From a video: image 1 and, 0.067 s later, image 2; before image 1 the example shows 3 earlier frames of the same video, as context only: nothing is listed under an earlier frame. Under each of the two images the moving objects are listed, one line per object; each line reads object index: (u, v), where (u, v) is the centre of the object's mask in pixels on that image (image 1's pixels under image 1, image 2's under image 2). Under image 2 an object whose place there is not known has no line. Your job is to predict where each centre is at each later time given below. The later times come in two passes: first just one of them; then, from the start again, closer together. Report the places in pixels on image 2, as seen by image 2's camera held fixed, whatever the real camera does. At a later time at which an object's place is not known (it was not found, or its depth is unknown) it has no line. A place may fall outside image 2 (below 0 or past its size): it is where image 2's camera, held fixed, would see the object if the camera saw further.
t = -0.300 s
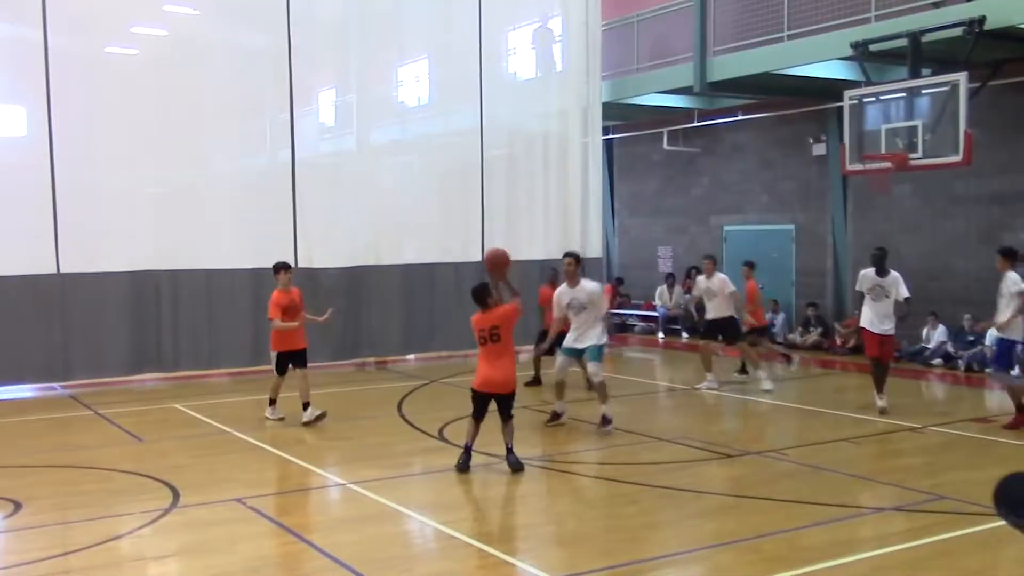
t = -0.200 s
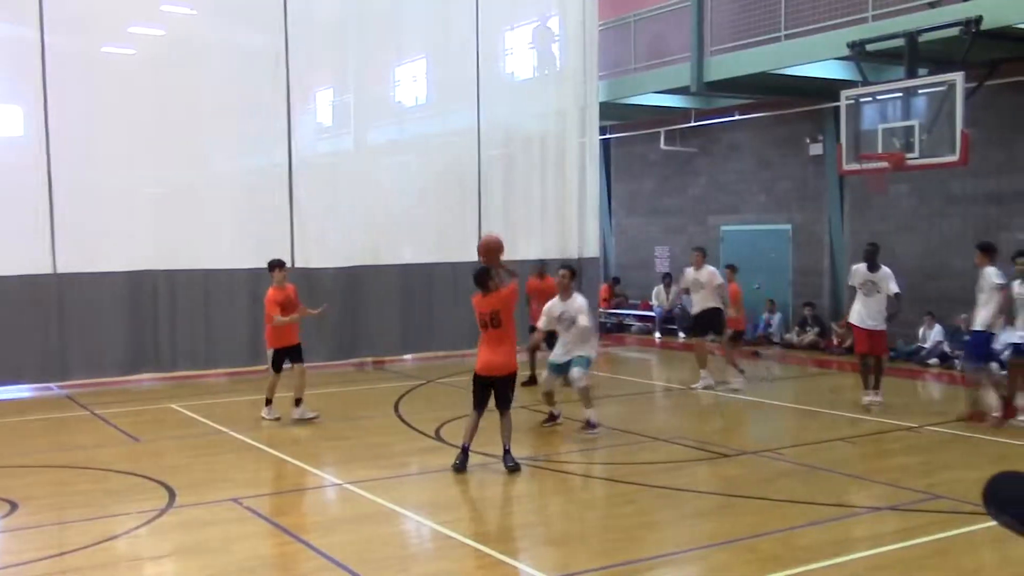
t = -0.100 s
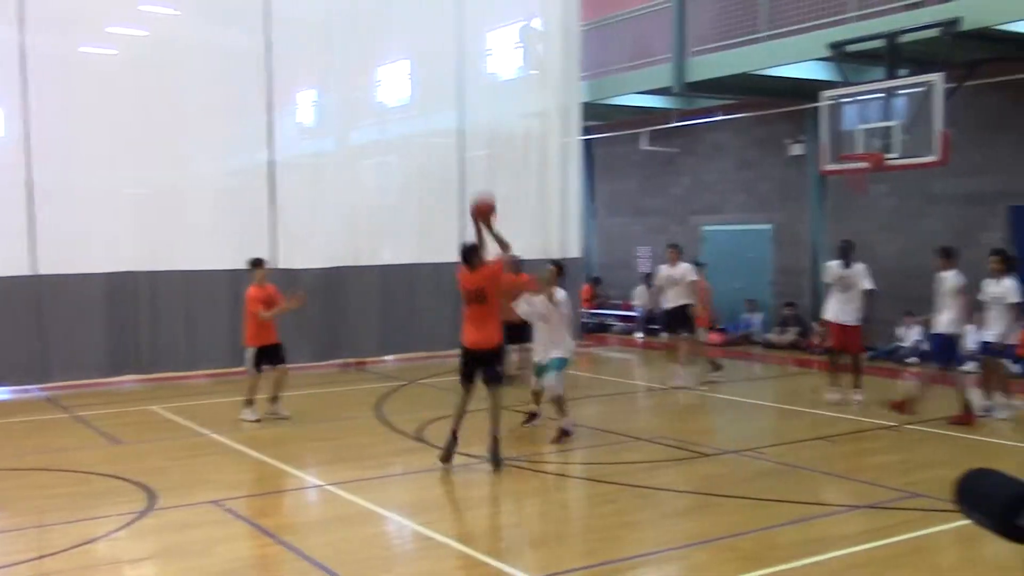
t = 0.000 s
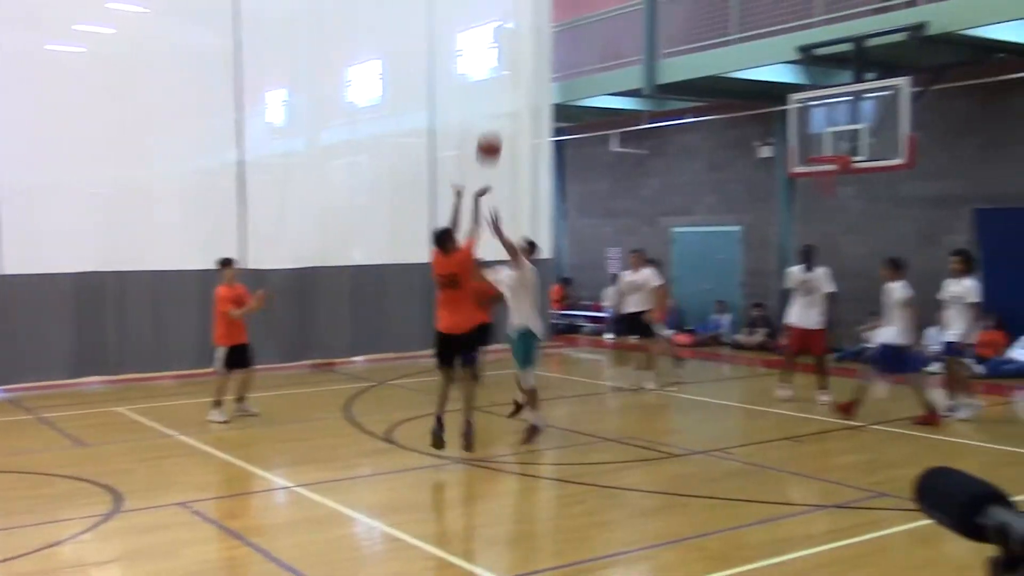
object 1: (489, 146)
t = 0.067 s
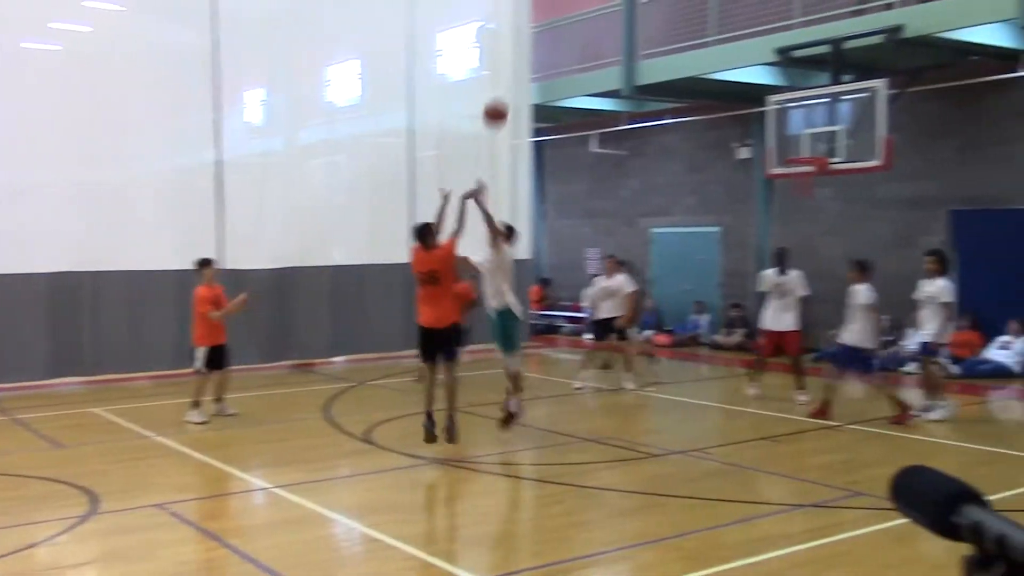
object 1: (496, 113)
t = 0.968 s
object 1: (753, 100)
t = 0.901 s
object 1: (740, 81)
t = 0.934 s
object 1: (746, 90)
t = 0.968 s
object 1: (753, 100)
